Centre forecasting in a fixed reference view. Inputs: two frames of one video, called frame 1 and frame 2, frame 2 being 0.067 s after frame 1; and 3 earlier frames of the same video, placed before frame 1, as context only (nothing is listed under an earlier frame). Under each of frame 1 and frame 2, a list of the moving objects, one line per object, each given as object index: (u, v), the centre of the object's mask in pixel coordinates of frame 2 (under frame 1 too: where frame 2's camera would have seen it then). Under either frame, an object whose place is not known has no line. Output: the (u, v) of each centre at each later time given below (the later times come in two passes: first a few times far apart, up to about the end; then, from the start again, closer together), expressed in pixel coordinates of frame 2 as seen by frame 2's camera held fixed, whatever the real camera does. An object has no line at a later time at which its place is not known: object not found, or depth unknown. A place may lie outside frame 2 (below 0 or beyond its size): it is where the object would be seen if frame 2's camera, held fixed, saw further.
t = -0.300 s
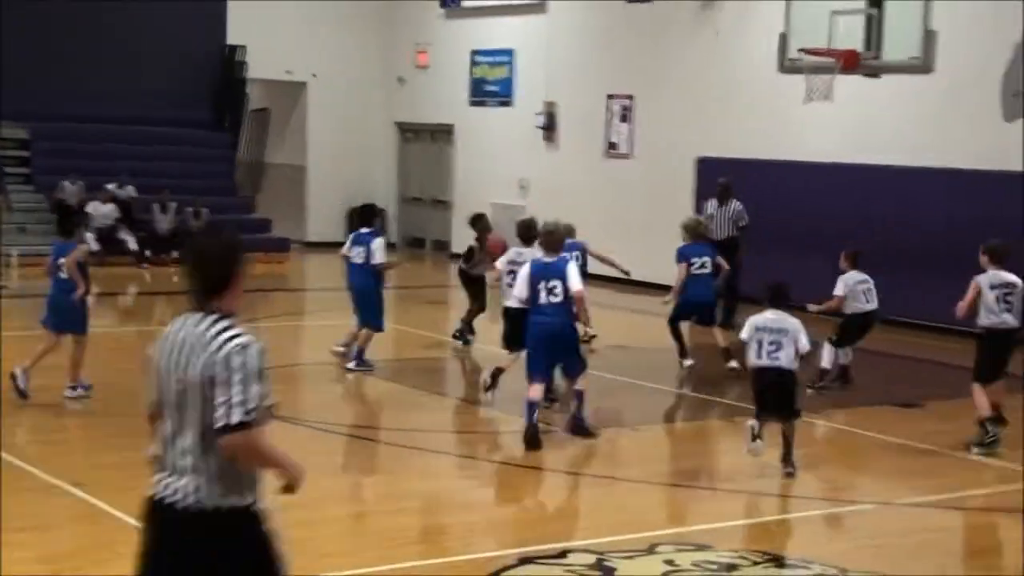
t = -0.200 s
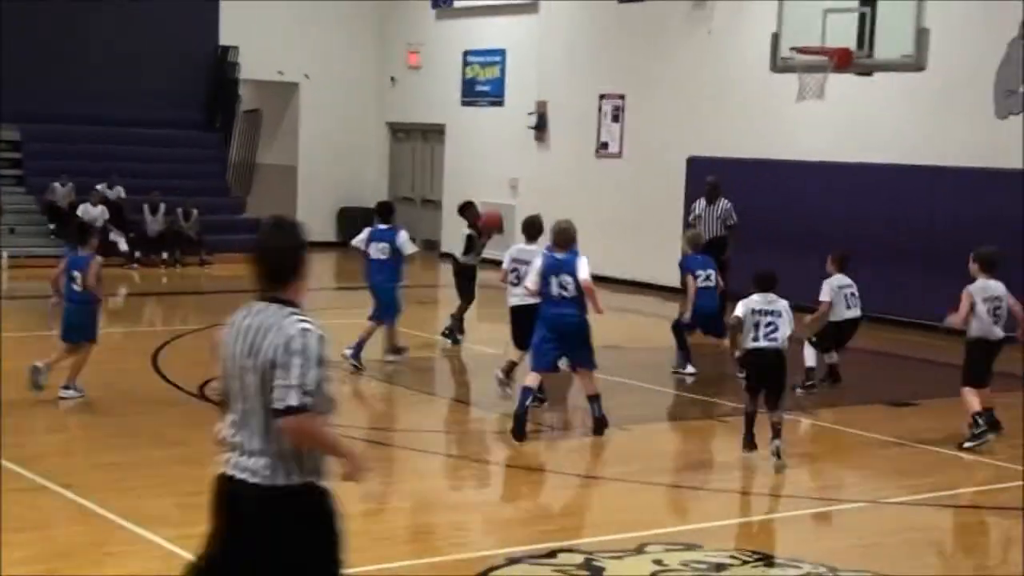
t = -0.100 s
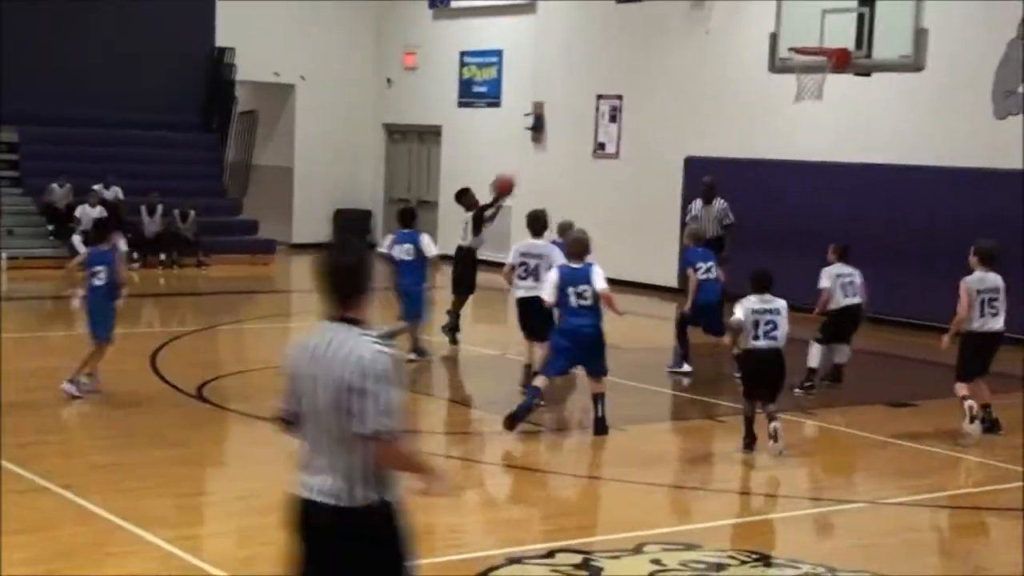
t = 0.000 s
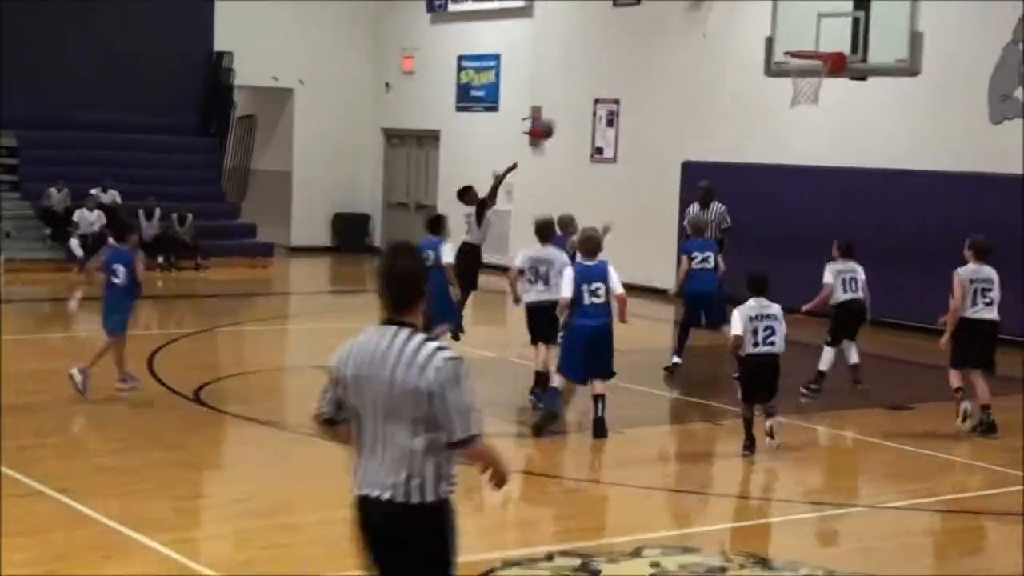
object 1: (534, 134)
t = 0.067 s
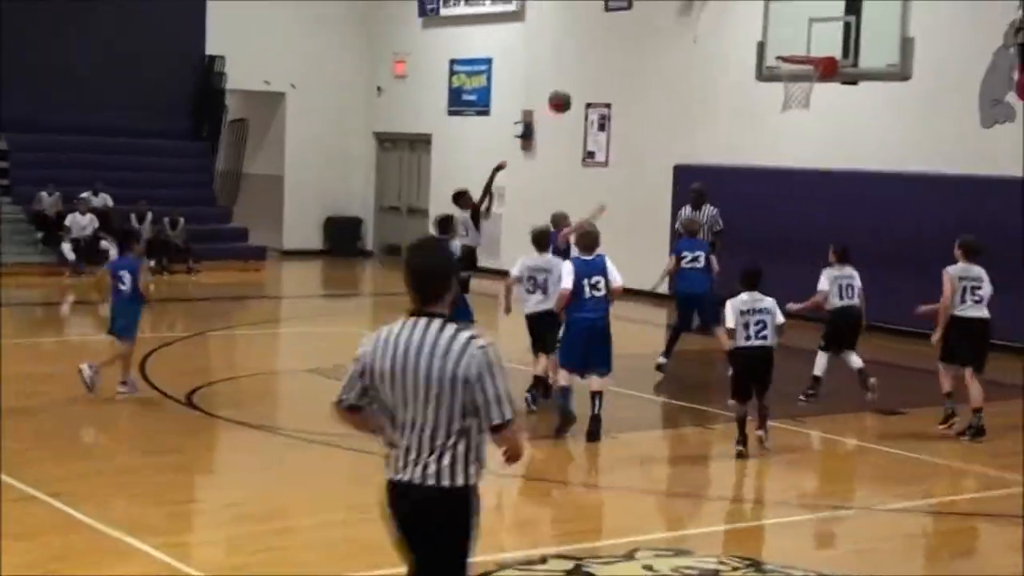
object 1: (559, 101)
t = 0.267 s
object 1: (629, 37)
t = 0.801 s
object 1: (825, 44)
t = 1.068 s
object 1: (835, 49)
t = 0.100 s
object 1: (572, 88)
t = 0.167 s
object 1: (597, 63)
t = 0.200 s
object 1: (604, 57)
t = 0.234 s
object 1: (615, 46)
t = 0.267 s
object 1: (629, 37)
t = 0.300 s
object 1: (636, 31)
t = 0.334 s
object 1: (647, 22)
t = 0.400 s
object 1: (679, 12)
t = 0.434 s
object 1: (696, 8)
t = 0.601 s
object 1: (757, 9)
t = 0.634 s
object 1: (766, 12)
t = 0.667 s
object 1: (780, 16)
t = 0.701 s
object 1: (790, 21)
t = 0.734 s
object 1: (801, 28)
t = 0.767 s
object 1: (814, 37)
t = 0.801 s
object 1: (825, 44)
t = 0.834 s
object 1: (829, 44)
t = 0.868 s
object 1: (831, 40)
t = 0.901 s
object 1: (831, 40)
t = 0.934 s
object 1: (832, 39)
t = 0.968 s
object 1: (832, 40)
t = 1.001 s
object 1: (833, 41)
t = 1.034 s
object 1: (834, 44)
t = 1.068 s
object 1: (835, 49)
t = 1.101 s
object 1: (836, 54)
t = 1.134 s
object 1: (839, 57)
